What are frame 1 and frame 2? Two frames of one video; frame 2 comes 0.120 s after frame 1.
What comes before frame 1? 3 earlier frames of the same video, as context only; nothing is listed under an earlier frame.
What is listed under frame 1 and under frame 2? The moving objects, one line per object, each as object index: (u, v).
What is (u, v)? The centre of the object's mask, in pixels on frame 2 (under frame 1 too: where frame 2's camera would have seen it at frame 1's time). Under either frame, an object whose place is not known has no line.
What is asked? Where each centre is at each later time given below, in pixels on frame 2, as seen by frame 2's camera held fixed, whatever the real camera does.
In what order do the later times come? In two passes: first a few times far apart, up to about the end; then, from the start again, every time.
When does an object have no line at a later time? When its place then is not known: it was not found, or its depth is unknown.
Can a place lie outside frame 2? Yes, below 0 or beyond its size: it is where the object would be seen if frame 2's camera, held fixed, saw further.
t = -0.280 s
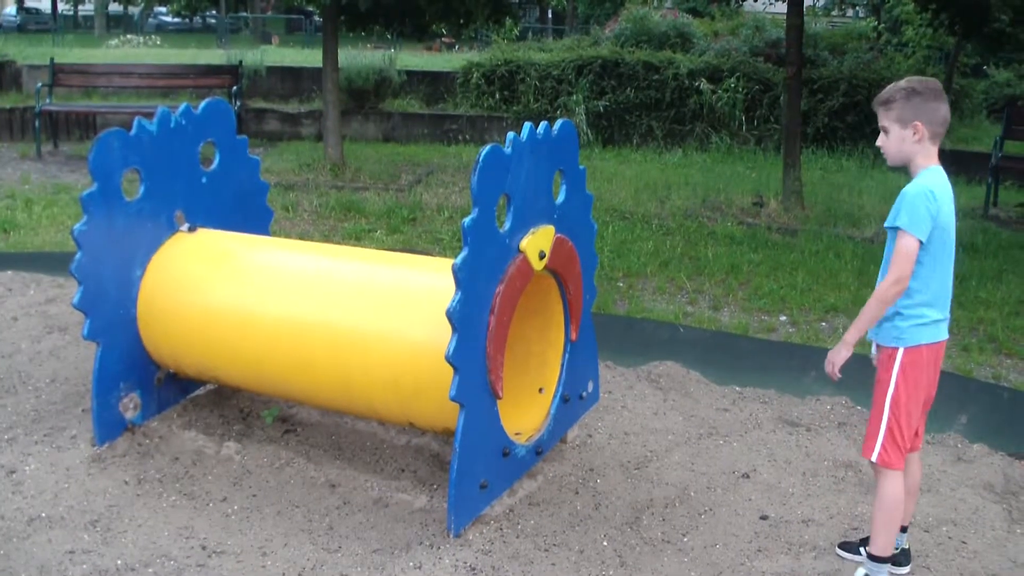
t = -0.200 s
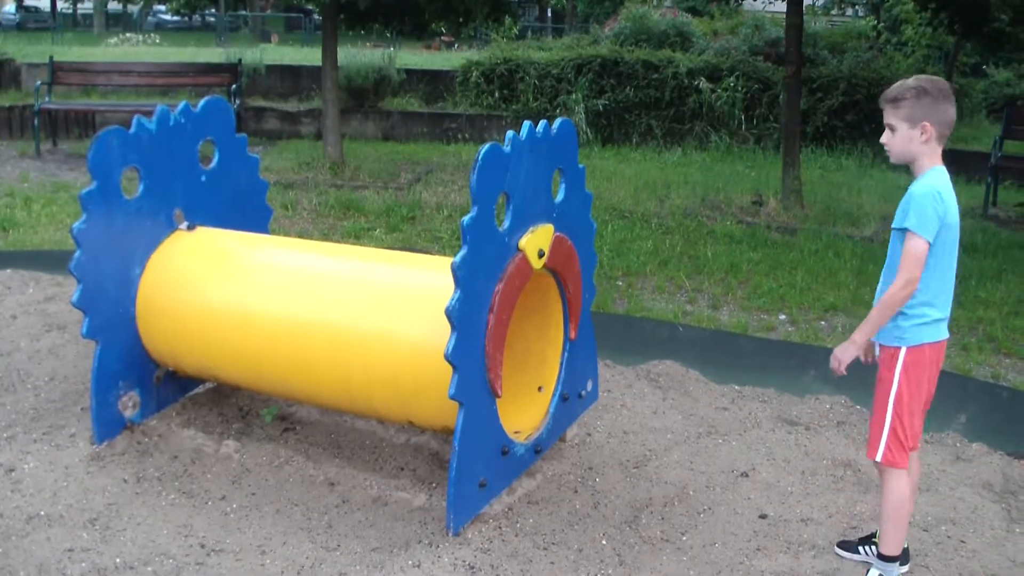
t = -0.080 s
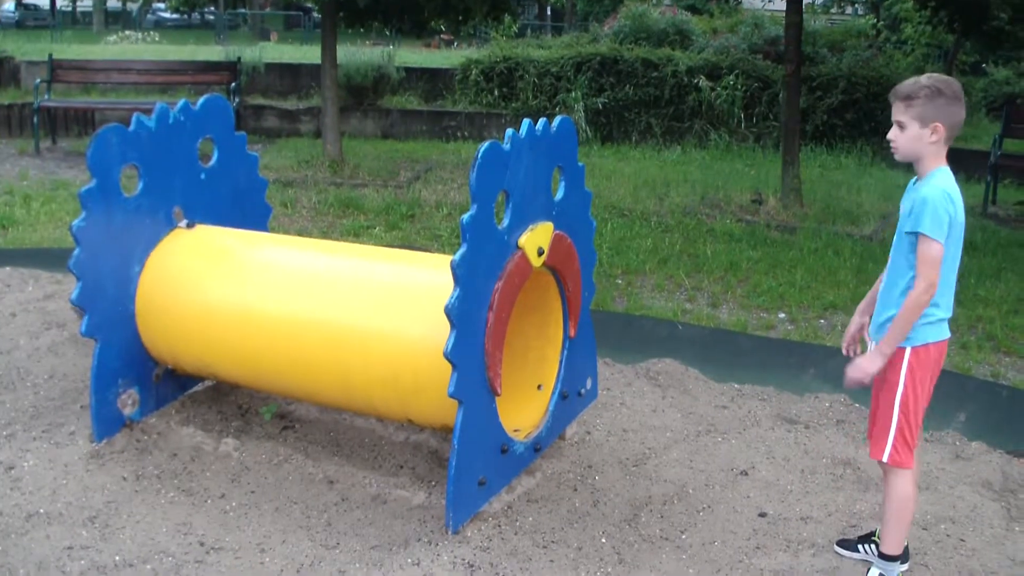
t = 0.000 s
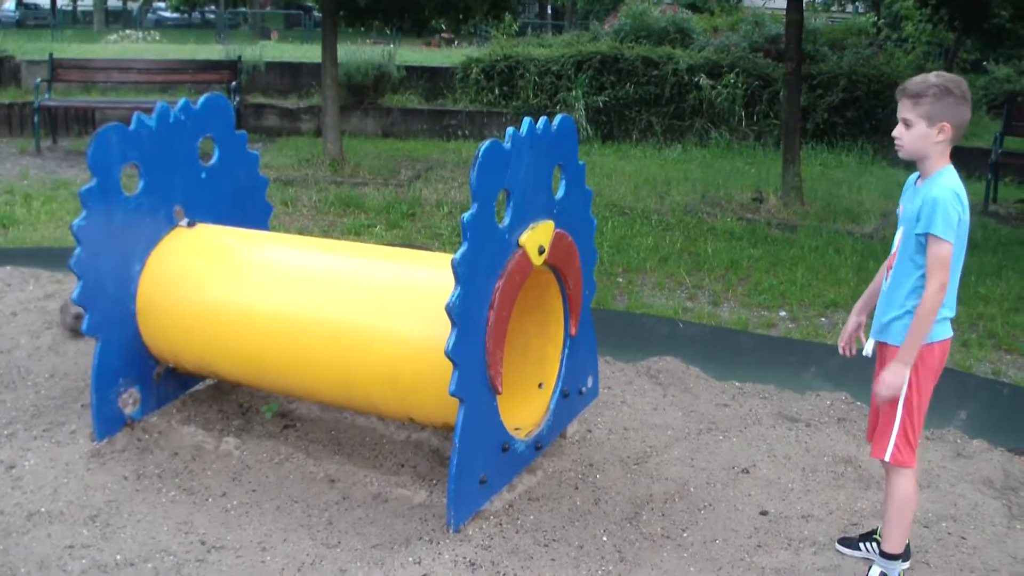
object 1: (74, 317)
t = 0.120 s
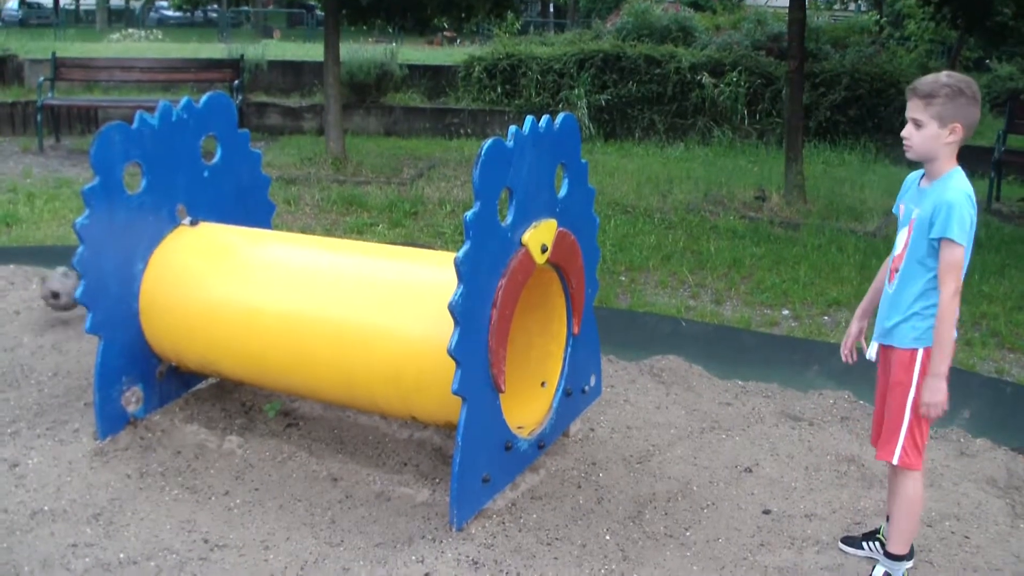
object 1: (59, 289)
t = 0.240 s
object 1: (43, 294)
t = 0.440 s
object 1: (19, 284)
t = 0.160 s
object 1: (56, 288)
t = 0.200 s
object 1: (50, 290)
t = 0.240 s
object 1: (43, 294)
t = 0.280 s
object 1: (39, 292)
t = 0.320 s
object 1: (32, 282)
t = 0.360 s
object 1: (28, 280)
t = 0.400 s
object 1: (23, 280)
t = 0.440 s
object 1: (19, 284)
